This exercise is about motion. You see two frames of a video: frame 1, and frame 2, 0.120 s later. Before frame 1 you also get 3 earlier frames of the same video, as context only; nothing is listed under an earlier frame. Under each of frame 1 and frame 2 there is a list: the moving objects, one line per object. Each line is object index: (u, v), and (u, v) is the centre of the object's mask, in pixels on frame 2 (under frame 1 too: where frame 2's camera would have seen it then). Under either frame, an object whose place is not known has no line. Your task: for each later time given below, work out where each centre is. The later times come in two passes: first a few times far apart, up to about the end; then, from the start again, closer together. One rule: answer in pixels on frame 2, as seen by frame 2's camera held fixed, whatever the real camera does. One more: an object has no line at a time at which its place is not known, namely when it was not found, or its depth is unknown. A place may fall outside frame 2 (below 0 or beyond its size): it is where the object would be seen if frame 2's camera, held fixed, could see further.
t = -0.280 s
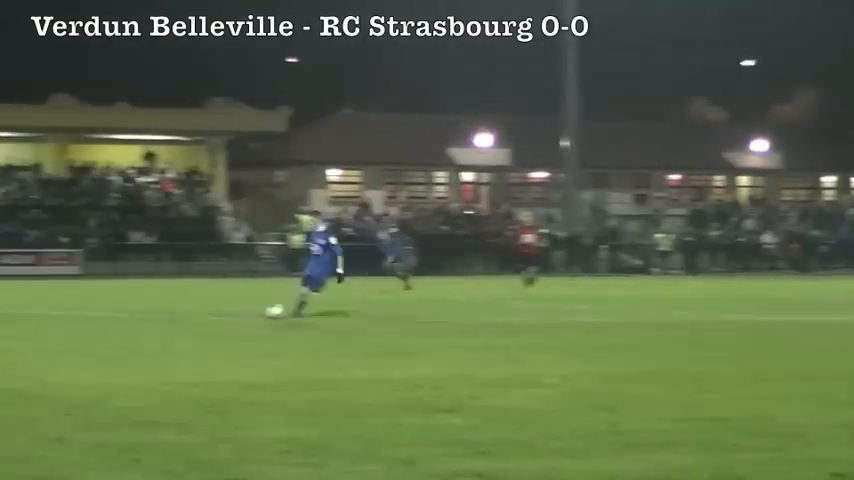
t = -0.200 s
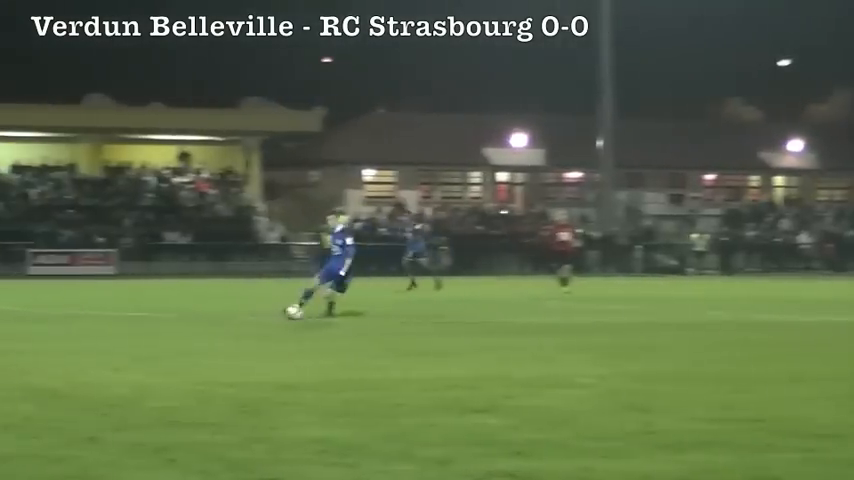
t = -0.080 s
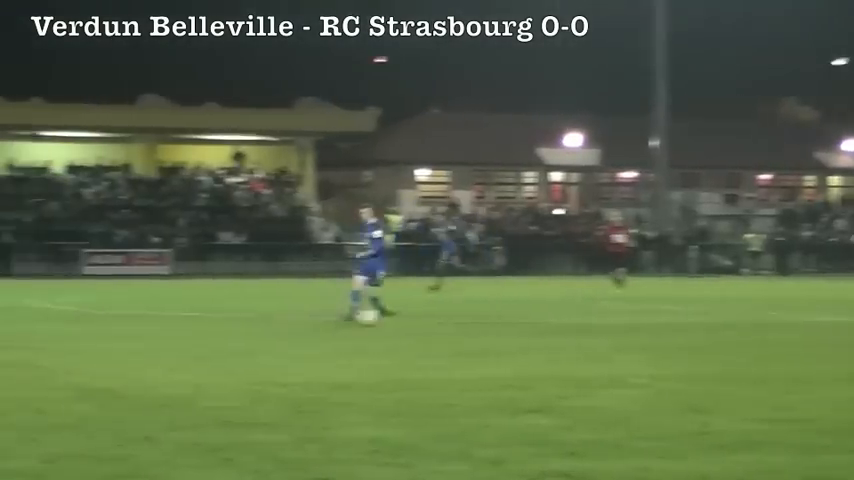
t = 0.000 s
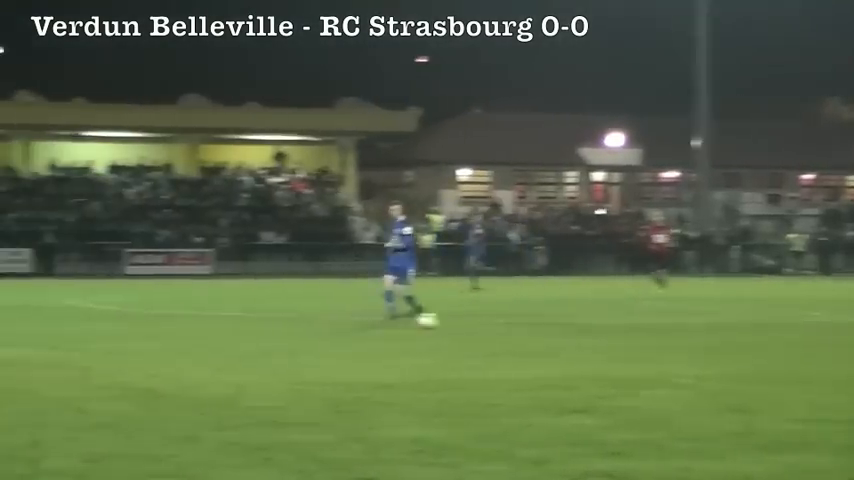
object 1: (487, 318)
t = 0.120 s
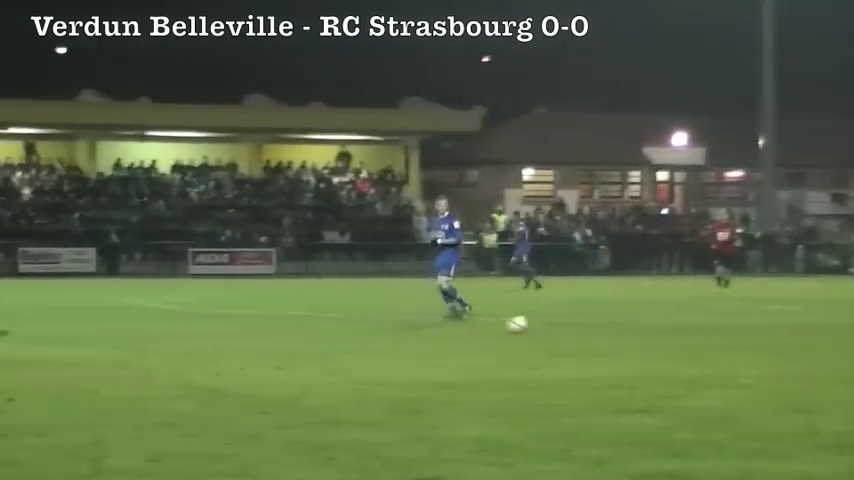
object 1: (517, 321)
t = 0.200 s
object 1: (535, 322)
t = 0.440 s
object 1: (596, 328)
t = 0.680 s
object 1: (666, 333)
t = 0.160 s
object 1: (526, 321)
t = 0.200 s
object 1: (535, 322)
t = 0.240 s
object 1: (546, 325)
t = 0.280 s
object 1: (555, 324)
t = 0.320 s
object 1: (564, 323)
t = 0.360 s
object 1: (575, 325)
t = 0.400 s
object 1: (585, 324)
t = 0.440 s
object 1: (596, 328)
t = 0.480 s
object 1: (607, 333)
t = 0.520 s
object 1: (619, 336)
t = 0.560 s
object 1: (630, 331)
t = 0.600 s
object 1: (642, 330)
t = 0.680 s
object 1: (666, 333)
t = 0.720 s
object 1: (678, 337)
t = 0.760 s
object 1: (690, 342)
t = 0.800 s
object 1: (698, 346)
